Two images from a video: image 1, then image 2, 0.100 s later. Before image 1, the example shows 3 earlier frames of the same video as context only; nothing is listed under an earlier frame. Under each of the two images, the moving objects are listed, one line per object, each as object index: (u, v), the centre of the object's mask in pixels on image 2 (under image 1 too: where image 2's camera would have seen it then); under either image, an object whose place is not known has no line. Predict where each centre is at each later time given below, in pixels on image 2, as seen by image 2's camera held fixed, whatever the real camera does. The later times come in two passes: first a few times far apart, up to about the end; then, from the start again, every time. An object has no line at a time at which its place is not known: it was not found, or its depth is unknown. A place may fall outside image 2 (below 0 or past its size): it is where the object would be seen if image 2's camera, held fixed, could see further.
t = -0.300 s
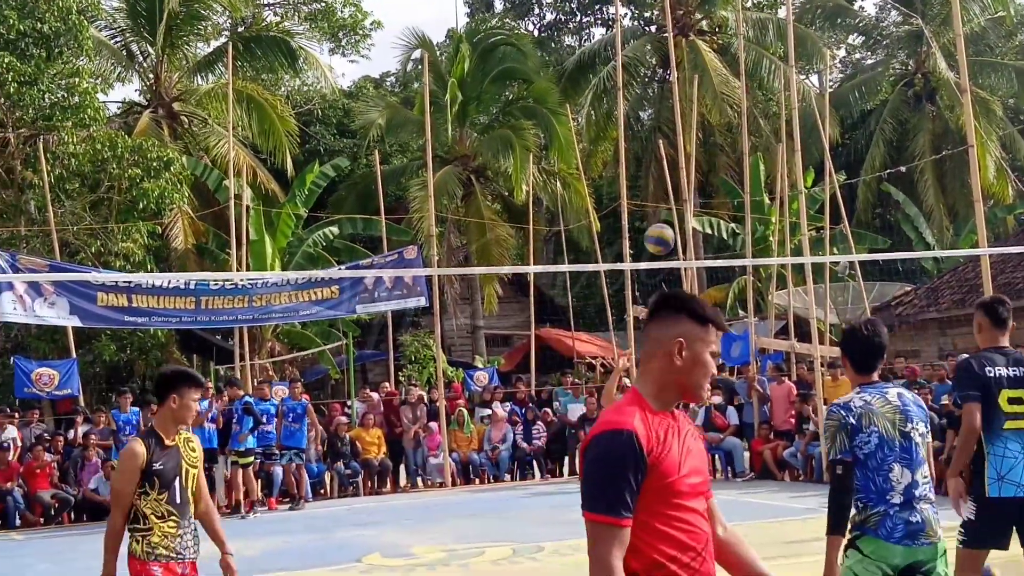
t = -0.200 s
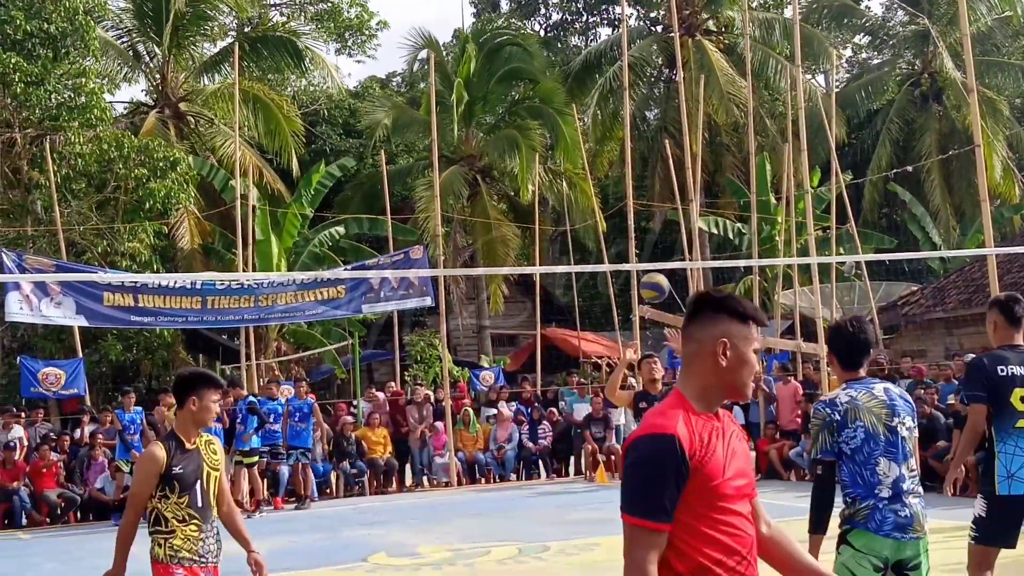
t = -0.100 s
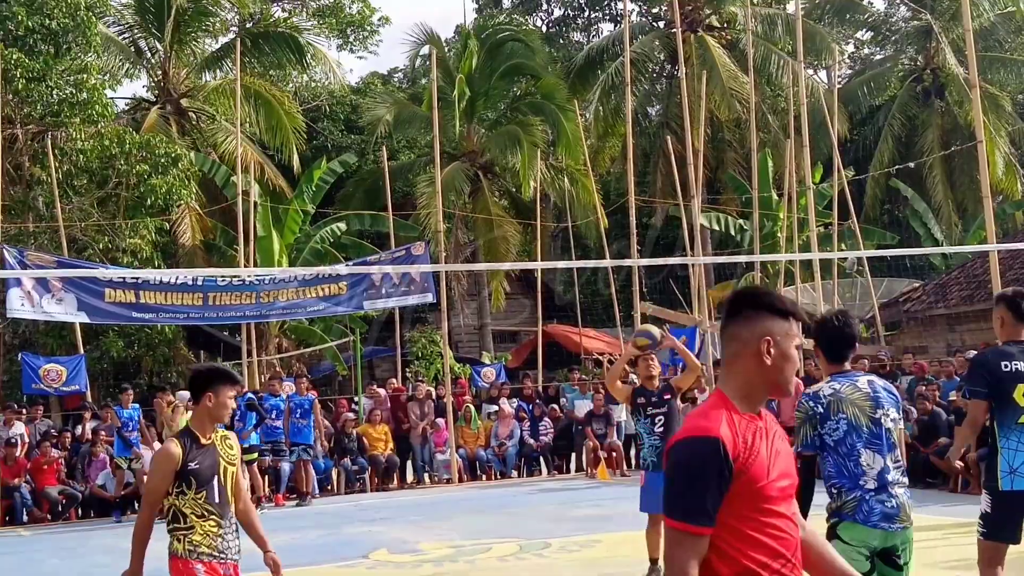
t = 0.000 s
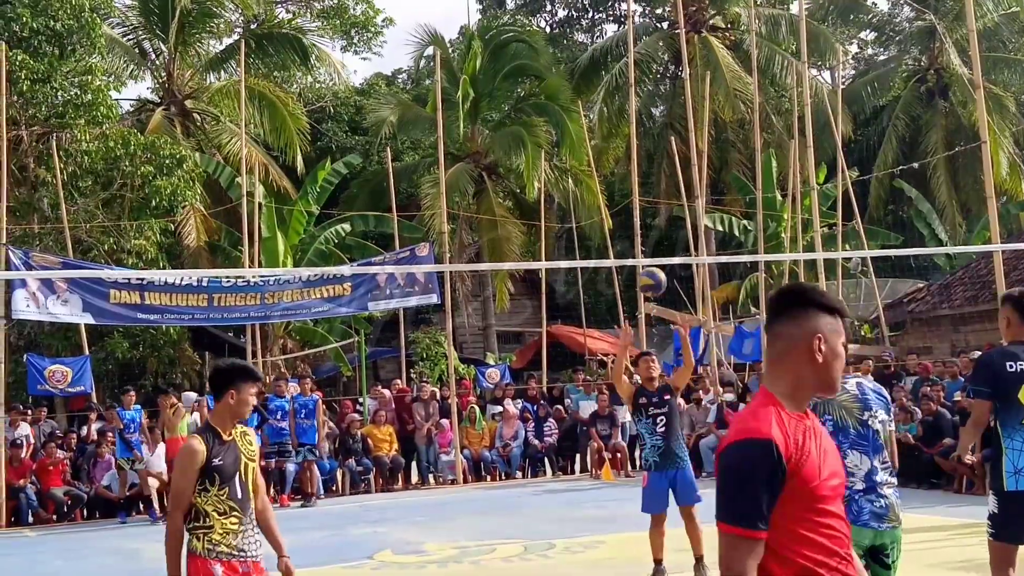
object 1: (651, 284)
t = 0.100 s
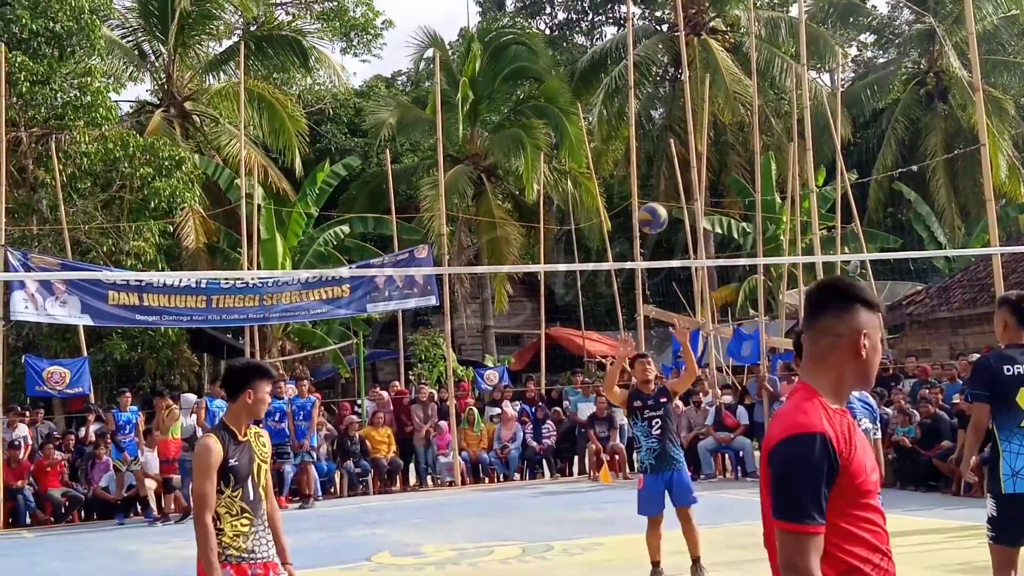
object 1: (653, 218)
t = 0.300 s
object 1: (660, 122)
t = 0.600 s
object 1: (682, 76)
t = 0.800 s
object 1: (705, 136)
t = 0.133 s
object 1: (653, 199)
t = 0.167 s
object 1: (654, 180)
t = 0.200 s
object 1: (656, 164)
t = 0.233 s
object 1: (657, 148)
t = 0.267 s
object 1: (659, 134)
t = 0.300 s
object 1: (660, 122)
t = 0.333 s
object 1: (661, 110)
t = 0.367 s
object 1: (664, 100)
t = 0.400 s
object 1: (667, 91)
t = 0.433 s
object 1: (669, 84)
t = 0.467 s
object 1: (671, 79)
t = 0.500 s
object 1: (673, 76)
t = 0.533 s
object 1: (675, 74)
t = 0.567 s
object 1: (679, 74)
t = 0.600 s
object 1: (682, 76)
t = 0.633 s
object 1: (685, 80)
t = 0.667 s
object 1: (689, 87)
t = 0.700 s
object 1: (692, 96)
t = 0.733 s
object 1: (696, 107)
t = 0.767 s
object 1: (700, 118)
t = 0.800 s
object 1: (705, 136)
